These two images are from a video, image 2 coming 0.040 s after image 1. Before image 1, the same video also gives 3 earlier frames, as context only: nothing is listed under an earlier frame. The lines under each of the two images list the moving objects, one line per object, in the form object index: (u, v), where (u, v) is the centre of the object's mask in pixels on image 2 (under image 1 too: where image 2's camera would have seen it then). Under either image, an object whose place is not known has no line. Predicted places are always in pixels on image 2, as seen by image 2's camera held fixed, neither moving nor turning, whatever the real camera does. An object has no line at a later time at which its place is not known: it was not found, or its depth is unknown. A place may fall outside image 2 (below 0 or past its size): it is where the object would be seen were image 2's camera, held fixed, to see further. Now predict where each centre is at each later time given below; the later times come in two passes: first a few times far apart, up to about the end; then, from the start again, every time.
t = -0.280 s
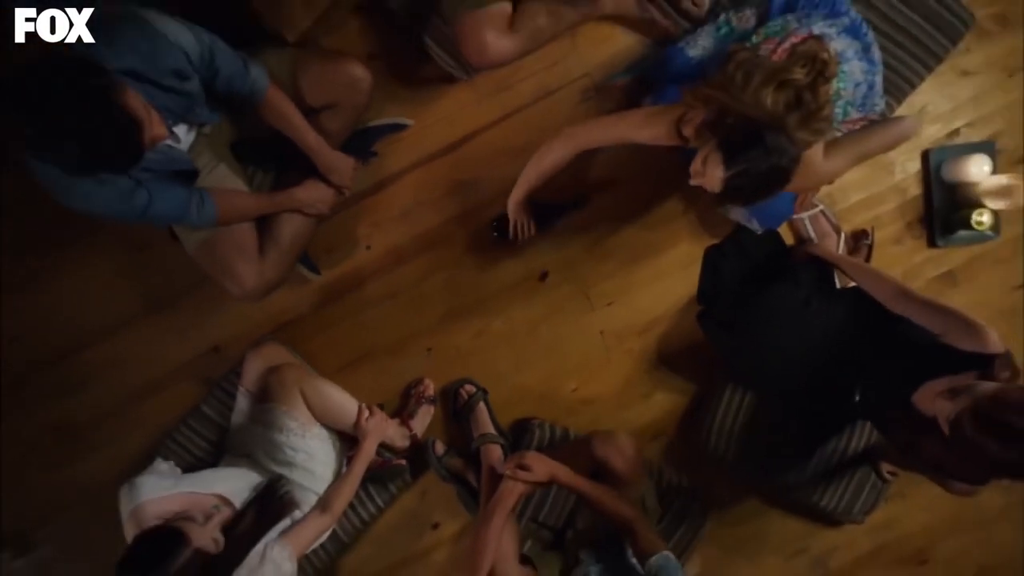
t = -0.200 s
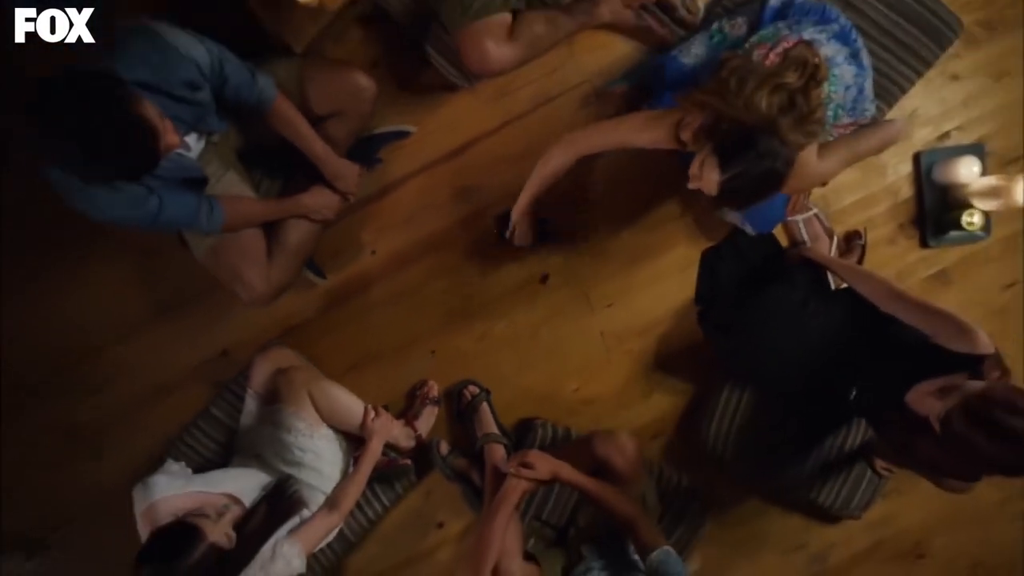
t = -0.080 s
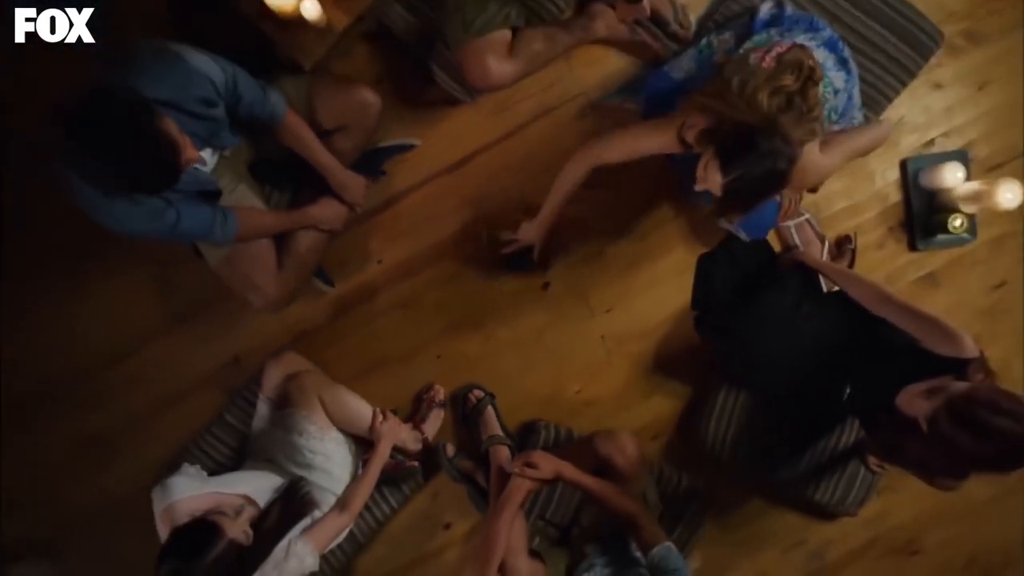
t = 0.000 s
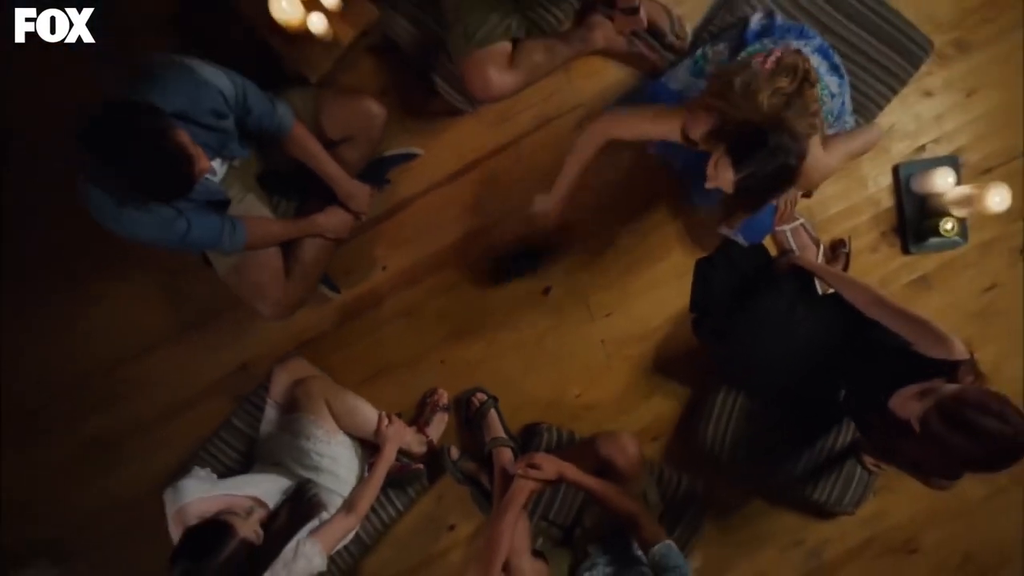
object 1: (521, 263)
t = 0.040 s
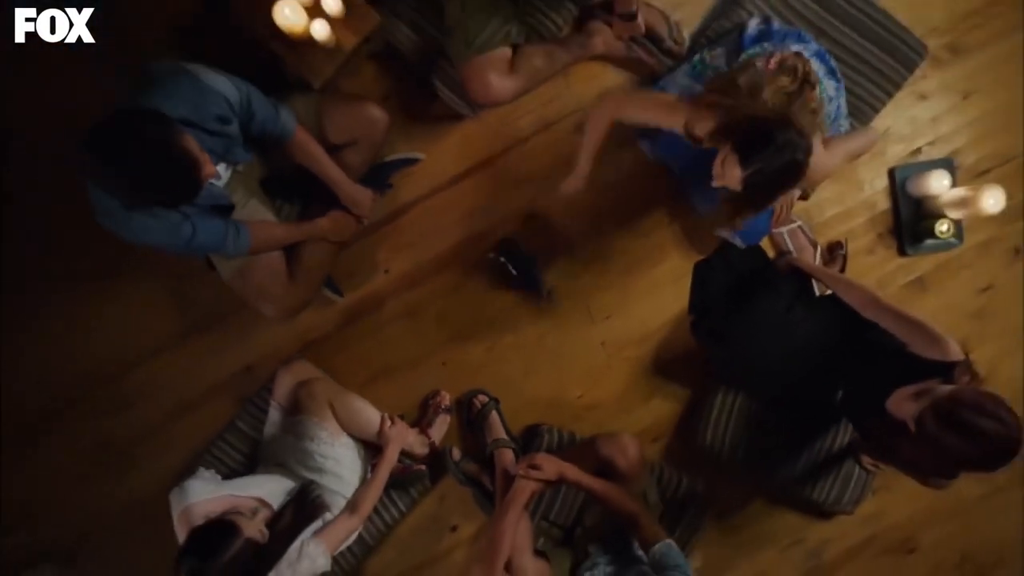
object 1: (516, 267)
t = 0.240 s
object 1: (508, 274)
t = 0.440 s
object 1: (508, 285)
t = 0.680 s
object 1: (505, 298)
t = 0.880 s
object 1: (503, 309)
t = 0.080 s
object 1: (520, 263)
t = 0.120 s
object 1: (515, 267)
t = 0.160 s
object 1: (514, 272)
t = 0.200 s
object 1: (513, 272)
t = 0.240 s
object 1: (508, 274)
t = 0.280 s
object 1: (511, 278)
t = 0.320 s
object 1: (509, 274)
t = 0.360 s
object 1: (507, 280)
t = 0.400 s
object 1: (506, 286)
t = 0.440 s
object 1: (508, 285)
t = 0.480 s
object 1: (503, 288)
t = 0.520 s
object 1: (504, 293)
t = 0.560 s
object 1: (500, 296)
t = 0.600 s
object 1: (505, 291)
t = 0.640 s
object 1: (504, 298)
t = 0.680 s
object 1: (505, 298)
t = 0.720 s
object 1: (506, 300)
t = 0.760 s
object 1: (504, 304)
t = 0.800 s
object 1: (507, 303)
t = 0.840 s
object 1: (505, 306)
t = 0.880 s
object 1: (503, 309)
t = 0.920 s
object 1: (504, 308)
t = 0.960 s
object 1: (510, 307)
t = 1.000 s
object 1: (506, 309)
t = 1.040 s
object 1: (507, 309)
